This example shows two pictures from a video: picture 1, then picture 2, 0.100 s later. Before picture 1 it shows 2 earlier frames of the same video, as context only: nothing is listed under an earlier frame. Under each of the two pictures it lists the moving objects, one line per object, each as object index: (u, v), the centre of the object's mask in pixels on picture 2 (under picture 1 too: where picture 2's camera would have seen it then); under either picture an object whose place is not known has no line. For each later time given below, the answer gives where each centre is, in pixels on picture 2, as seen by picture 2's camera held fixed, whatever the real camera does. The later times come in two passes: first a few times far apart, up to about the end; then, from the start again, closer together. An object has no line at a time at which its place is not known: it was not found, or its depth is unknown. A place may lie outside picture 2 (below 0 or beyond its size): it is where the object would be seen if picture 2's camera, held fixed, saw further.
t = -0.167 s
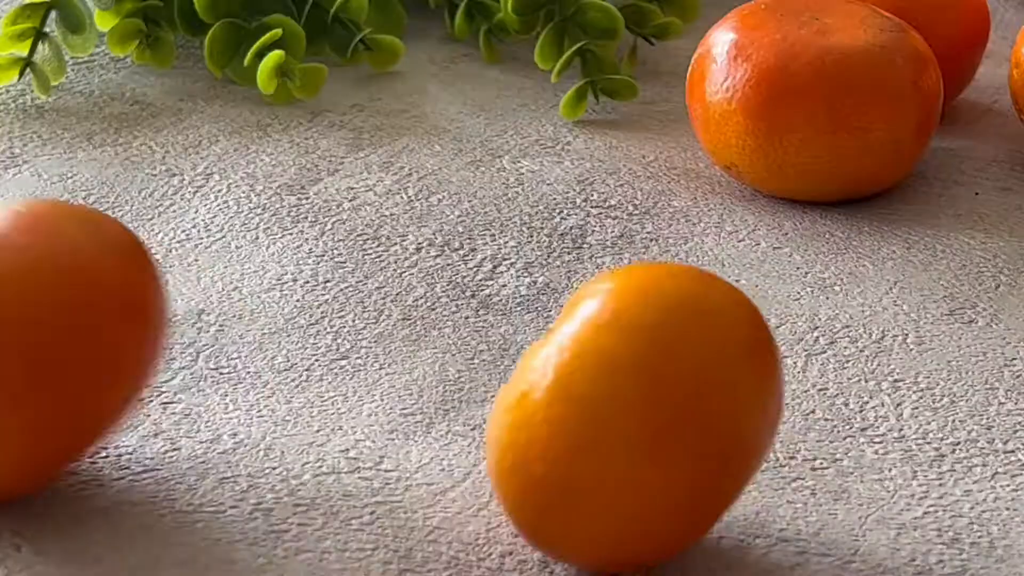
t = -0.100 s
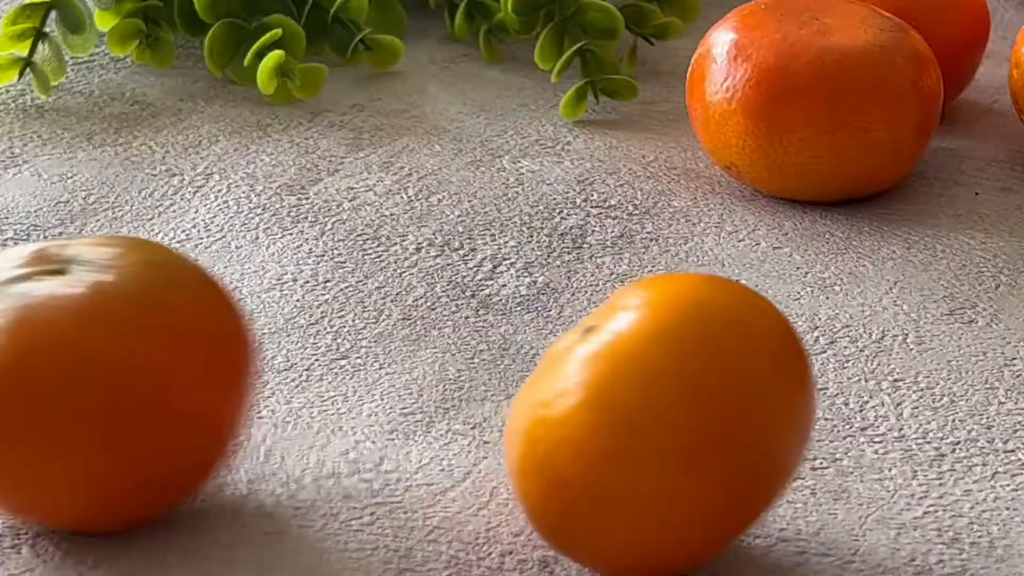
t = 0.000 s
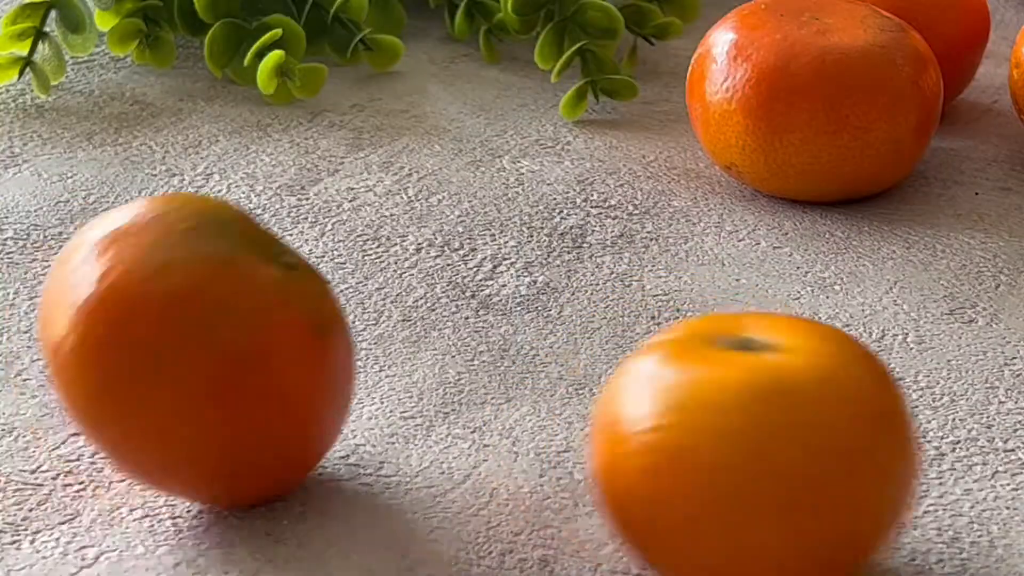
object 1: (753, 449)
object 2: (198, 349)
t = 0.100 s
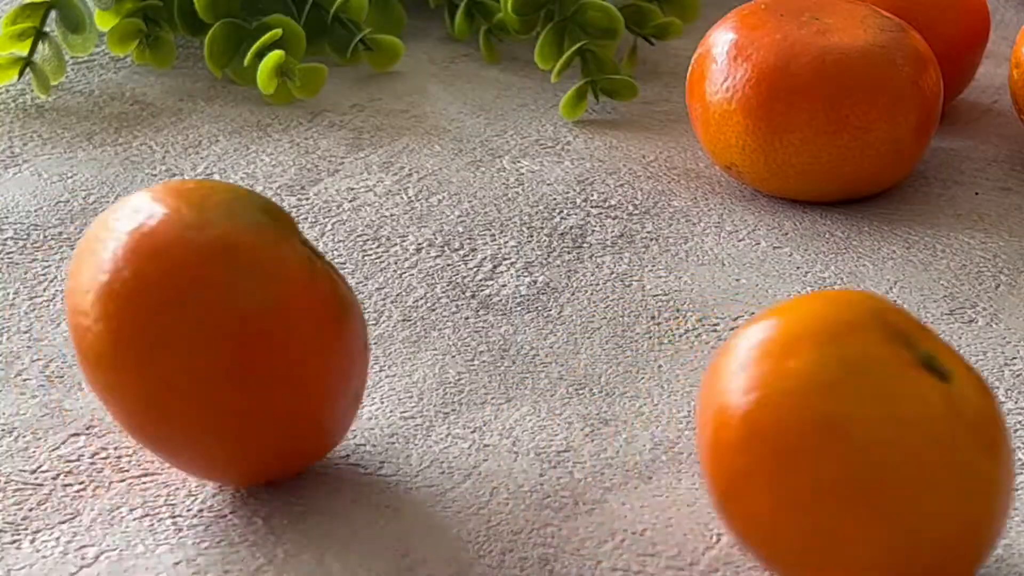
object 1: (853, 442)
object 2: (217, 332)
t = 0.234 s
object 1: (843, 440)
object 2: (127, 348)
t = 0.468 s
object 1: (701, 438)
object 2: (110, 368)
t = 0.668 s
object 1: (825, 444)
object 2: (144, 328)
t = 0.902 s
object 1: (725, 441)
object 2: (120, 364)
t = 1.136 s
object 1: (775, 448)
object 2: (116, 367)
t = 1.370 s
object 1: (783, 449)
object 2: (120, 366)
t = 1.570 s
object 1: (750, 445)
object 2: (125, 366)
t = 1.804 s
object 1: (761, 448)
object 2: (124, 366)
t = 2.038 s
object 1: (763, 449)
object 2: (130, 364)
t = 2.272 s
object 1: (766, 449)
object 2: (127, 365)
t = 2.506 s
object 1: (767, 449)
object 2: (127, 365)
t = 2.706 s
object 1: (767, 449)
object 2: (127, 365)
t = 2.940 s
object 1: (767, 449)
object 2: (127, 365)
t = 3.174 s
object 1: (767, 449)
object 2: (127, 365)
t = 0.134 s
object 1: (865, 441)
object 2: (205, 331)
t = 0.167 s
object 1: (866, 440)
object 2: (185, 333)
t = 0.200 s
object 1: (859, 439)
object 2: (156, 339)
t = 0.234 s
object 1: (843, 440)
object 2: (127, 348)
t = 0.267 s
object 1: (817, 442)
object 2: (104, 345)
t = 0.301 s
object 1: (781, 445)
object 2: (91, 345)
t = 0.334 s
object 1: (744, 445)
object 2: (84, 347)
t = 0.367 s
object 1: (716, 441)
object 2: (83, 351)
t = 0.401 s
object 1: (700, 437)
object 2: (87, 357)
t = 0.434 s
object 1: (695, 437)
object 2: (96, 363)
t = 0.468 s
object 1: (701, 438)
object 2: (110, 368)
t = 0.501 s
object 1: (719, 441)
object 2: (131, 370)
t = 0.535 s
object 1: (746, 444)
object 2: (147, 353)
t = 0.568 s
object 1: (779, 446)
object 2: (151, 335)
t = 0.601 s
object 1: (806, 445)
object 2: (150, 322)
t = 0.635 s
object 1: (822, 444)
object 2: (148, 320)
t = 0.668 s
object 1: (825, 444)
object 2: (144, 328)
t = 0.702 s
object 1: (818, 445)
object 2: (139, 347)
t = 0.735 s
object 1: (799, 447)
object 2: (130, 367)
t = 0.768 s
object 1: (772, 448)
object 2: (117, 368)
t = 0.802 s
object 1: (745, 446)
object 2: (111, 367)
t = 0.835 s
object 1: (726, 443)
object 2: (109, 367)
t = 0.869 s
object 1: (719, 441)
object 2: (111, 365)
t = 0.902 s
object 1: (725, 441)
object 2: (120, 364)
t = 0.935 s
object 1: (739, 445)
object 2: (136, 354)
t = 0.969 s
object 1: (762, 447)
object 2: (145, 345)
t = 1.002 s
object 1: (784, 448)
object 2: (145, 344)
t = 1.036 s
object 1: (799, 448)
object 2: (137, 350)
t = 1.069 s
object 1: (801, 448)
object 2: (126, 363)
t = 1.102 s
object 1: (792, 448)
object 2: (118, 366)
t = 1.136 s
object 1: (775, 448)
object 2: (116, 367)
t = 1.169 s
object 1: (754, 447)
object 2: (118, 367)
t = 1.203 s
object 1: (740, 445)
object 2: (125, 366)
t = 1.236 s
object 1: (735, 444)
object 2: (133, 357)
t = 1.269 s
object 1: (739, 445)
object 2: (137, 351)
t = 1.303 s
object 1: (751, 447)
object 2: (136, 354)
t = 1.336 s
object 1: (769, 448)
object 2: (129, 364)
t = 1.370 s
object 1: (783, 449)
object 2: (120, 366)
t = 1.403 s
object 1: (788, 449)
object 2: (118, 366)
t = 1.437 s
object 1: (785, 450)
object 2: (124, 366)
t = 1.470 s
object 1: (774, 450)
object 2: (132, 361)
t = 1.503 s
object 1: (760, 448)
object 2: (135, 356)
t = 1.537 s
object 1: (751, 446)
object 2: (131, 361)
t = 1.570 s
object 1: (750, 445)
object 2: (125, 366)
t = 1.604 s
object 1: (753, 447)
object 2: (122, 367)
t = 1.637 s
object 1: (764, 449)
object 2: (125, 366)
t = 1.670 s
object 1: (775, 449)
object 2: (130, 362)
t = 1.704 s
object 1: (778, 449)
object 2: (133, 361)
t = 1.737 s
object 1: (774, 450)
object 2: (129, 364)
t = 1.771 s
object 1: (765, 450)
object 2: (124, 366)
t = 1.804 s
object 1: (761, 448)
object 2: (124, 366)
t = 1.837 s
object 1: (760, 447)
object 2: (128, 364)
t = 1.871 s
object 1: (761, 448)
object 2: (131, 363)
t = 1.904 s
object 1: (765, 449)
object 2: (129, 364)
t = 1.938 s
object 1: (771, 450)
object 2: (125, 366)
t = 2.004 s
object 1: (765, 449)
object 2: (128, 365)
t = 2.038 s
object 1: (763, 449)
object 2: (130, 364)
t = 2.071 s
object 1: (763, 448)
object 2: (128, 365)
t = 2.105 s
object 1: (766, 449)
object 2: (126, 366)
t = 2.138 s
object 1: (769, 449)
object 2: (126, 365)
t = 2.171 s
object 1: (767, 449)
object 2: (128, 365)
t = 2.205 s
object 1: (766, 449)
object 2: (129, 365)
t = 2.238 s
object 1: (765, 449)
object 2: (128, 365)
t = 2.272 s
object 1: (766, 449)
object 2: (127, 365)
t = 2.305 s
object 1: (767, 449)
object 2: (127, 365)
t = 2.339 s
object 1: (767, 449)
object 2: (127, 365)
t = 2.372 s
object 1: (766, 449)
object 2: (128, 365)
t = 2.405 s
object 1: (767, 449)
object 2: (128, 365)
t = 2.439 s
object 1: (766, 449)
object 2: (127, 365)
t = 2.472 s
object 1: (767, 449)
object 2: (127, 365)
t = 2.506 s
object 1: (767, 449)
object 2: (127, 365)
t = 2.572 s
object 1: (767, 449)
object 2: (127, 365)
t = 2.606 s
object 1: (766, 449)
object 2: (127, 365)
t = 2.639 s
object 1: (767, 449)
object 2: (127, 365)
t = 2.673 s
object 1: (766, 449)
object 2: (127, 365)
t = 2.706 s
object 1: (767, 449)
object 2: (127, 365)
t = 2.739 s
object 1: (766, 449)
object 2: (127, 365)
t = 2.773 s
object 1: (767, 449)
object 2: (128, 365)
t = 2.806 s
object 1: (767, 449)
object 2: (127, 365)
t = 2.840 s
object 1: (767, 449)
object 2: (127, 365)
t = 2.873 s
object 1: (767, 449)
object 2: (127, 365)
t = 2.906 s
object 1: (767, 449)
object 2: (127, 365)
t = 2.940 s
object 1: (767, 449)
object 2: (127, 365)
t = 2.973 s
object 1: (767, 449)
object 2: (128, 365)
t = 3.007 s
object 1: (767, 449)
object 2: (127, 365)
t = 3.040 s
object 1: (767, 449)
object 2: (127, 365)
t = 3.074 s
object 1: (767, 449)
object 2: (127, 365)
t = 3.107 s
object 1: (767, 449)
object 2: (128, 365)
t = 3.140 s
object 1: (766, 449)
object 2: (127, 365)
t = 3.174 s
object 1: (767, 449)
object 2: (127, 365)
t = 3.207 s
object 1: (766, 449)
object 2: (127, 365)
